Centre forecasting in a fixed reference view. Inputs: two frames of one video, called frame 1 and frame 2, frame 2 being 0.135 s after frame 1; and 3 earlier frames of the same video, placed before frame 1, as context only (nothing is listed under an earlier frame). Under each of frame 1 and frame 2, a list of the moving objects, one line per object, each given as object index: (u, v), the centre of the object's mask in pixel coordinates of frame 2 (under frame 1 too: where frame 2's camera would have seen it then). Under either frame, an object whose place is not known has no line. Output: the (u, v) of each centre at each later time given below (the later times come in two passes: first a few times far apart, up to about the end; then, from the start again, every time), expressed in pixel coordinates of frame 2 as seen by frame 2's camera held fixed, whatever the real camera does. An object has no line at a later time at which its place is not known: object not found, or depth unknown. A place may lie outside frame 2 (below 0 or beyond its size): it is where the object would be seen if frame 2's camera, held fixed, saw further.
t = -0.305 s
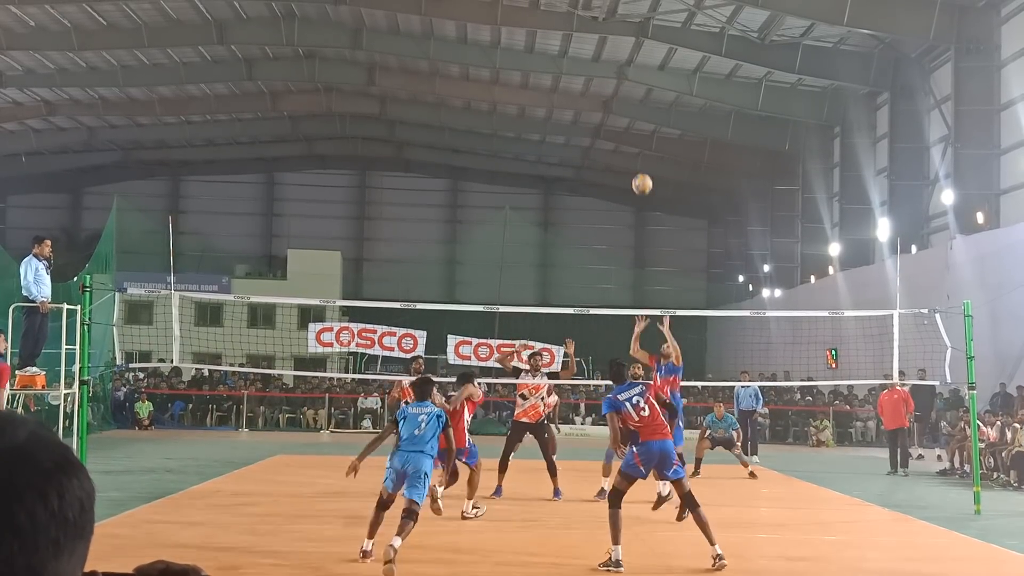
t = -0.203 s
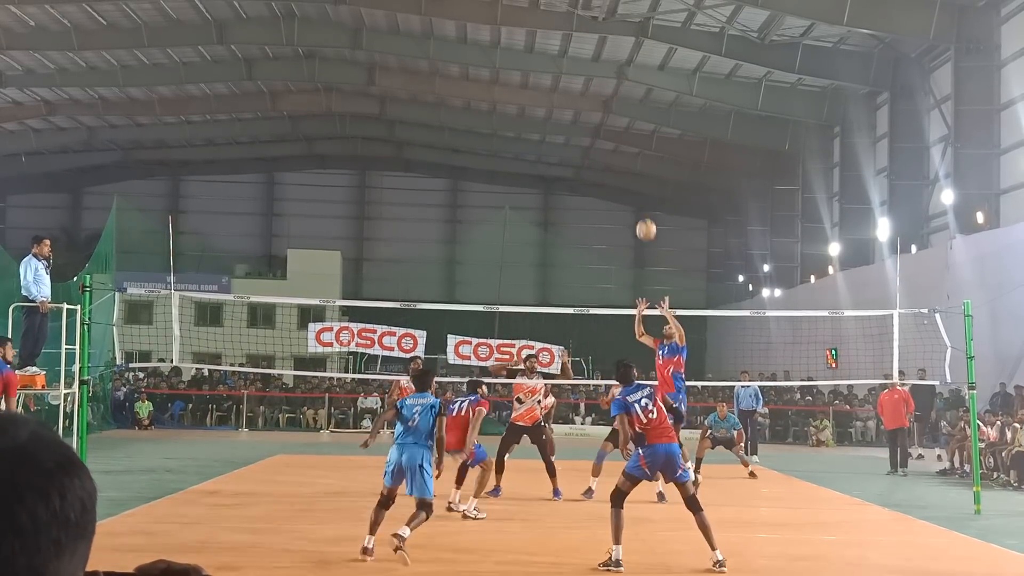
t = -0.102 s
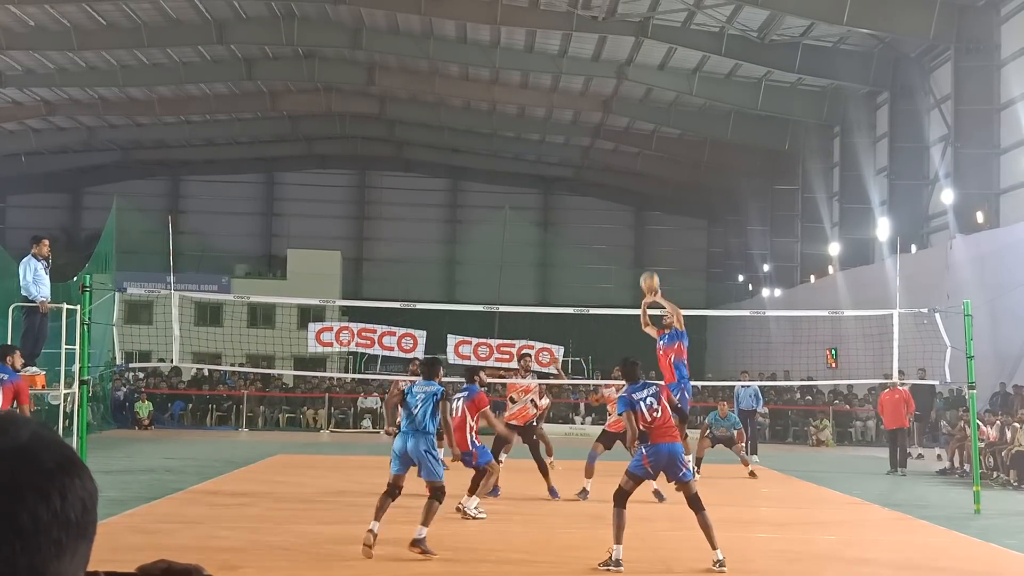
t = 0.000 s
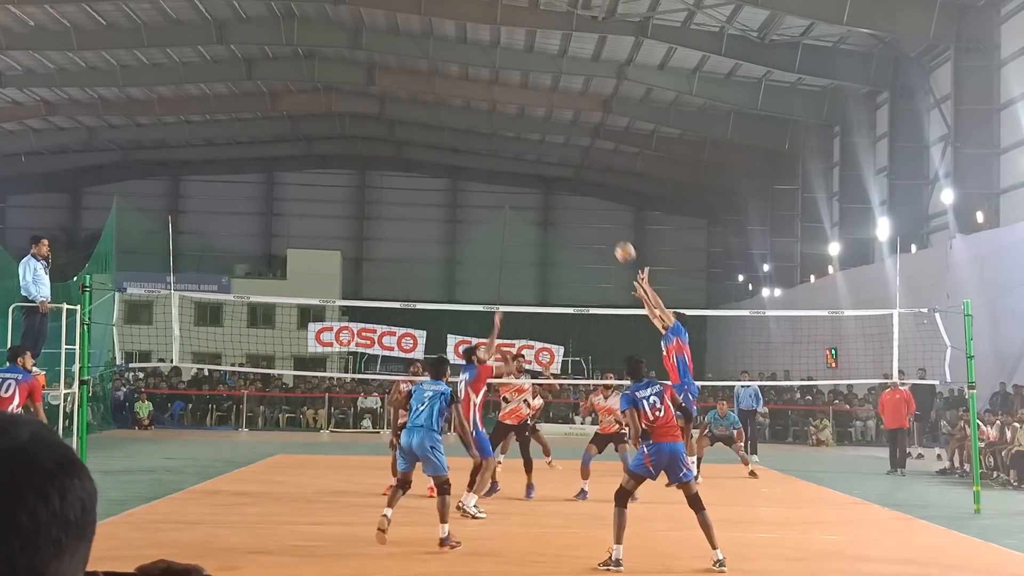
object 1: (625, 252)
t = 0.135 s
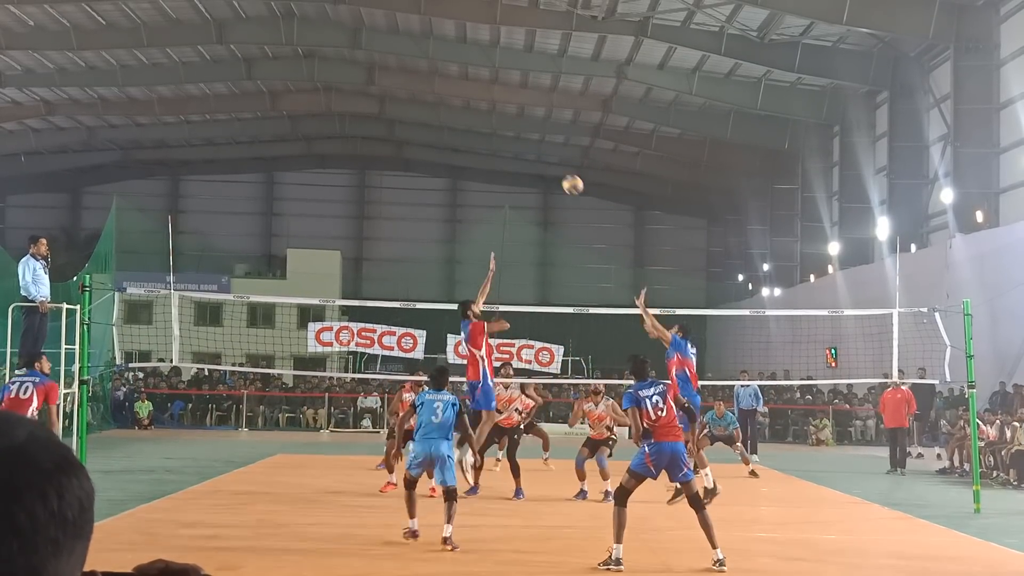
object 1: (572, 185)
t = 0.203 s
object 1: (547, 158)
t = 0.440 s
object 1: (460, 98)
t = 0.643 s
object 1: (387, 86)
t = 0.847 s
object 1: (318, 109)
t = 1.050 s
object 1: (251, 164)
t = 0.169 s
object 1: (560, 171)
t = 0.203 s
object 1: (547, 158)
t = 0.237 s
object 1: (534, 147)
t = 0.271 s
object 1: (522, 136)
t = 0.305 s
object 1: (509, 126)
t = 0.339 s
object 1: (496, 118)
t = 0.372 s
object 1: (484, 110)
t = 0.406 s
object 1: (472, 104)
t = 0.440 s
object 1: (460, 98)
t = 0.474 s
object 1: (448, 94)
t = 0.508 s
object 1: (436, 90)
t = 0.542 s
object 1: (424, 88)
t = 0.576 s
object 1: (411, 86)
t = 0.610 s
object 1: (399, 85)
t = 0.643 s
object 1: (387, 86)
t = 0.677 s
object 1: (375, 87)
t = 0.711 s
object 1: (364, 90)
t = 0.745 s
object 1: (352, 93)
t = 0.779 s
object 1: (340, 97)
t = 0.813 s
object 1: (329, 103)
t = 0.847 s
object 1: (318, 109)
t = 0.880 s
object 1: (307, 116)
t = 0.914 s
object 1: (295, 123)
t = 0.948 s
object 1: (284, 132)
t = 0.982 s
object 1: (273, 142)
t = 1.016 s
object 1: (262, 153)
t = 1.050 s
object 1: (251, 164)
